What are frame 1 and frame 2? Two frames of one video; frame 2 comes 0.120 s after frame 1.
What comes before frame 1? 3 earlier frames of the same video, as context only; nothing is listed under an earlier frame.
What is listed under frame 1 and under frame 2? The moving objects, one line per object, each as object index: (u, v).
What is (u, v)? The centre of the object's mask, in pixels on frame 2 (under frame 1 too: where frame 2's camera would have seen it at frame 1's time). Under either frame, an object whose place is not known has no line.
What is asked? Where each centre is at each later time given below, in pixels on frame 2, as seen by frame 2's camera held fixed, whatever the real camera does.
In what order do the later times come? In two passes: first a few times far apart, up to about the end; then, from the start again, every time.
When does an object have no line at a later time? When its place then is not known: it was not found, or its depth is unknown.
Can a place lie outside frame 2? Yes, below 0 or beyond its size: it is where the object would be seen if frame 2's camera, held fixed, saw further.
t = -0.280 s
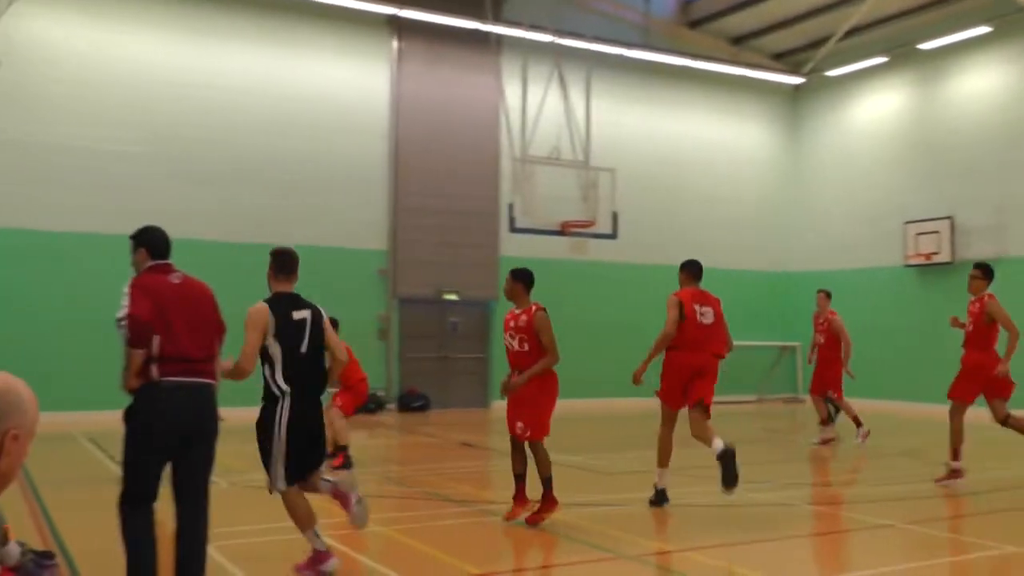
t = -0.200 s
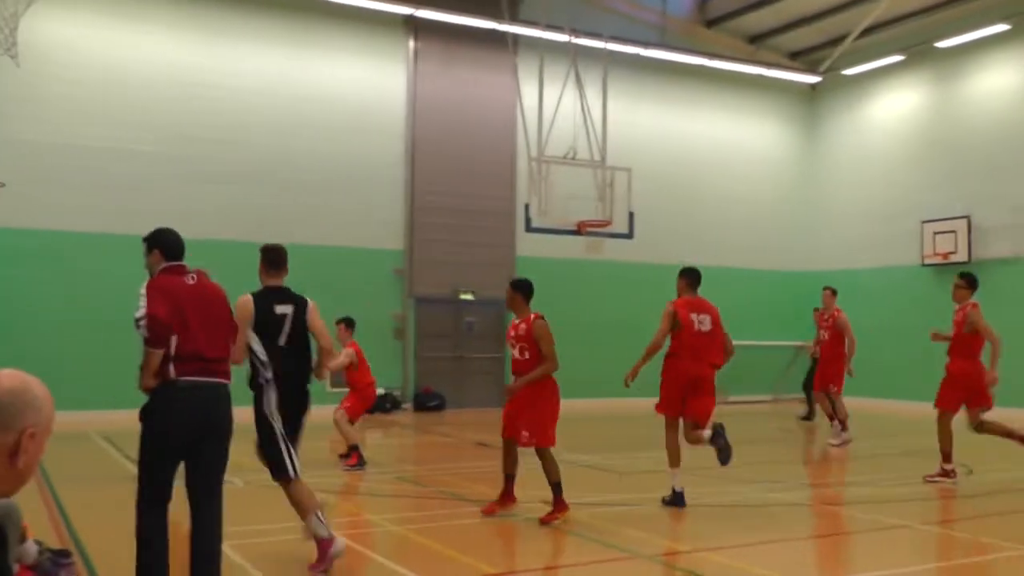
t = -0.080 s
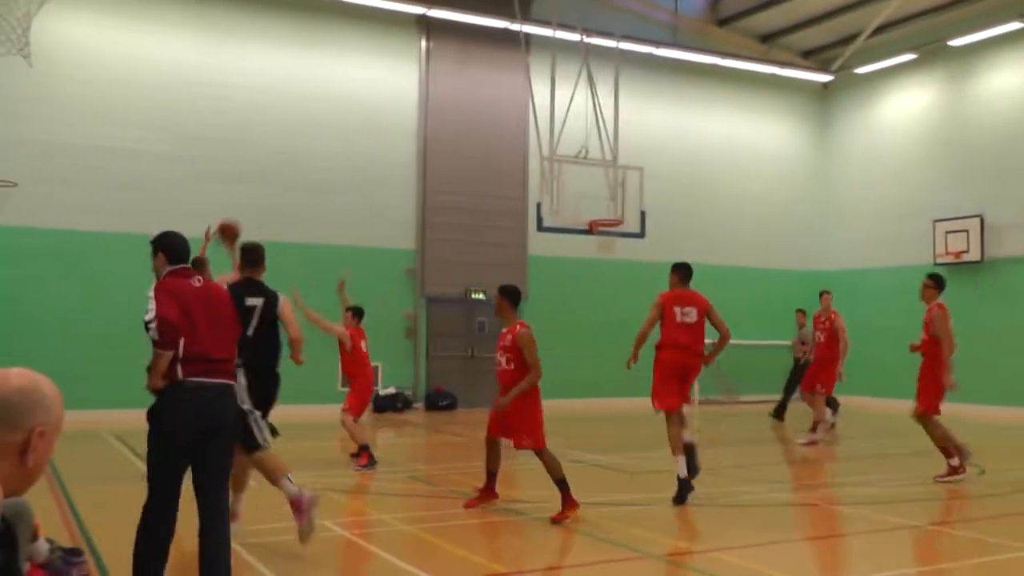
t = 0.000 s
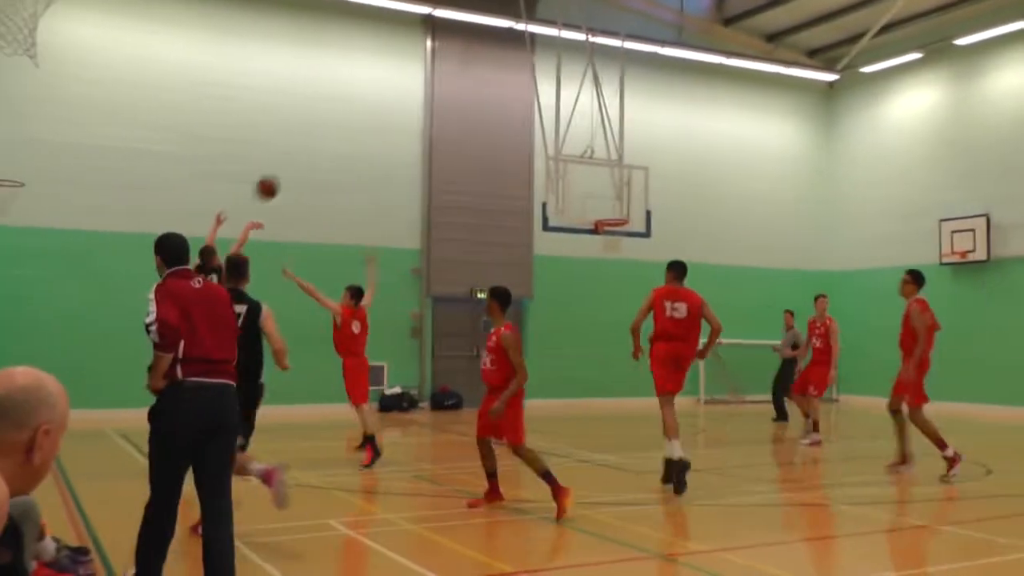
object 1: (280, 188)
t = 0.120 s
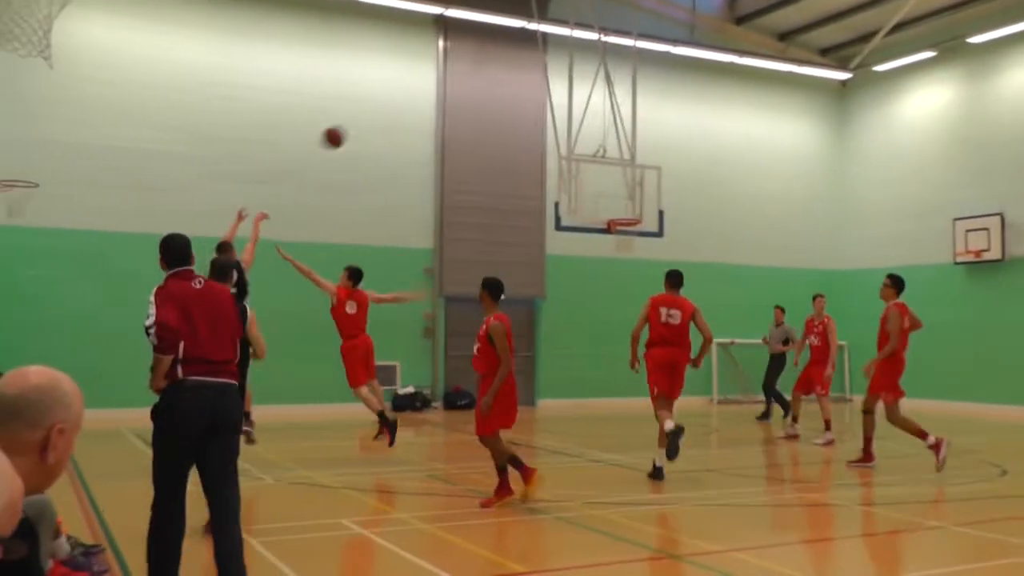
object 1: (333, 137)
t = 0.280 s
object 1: (397, 93)
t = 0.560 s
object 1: (491, 80)
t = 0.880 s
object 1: (578, 131)
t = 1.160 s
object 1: (638, 211)
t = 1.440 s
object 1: (630, 154)
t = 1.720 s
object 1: (622, 148)
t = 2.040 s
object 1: (633, 157)
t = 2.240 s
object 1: (646, 181)
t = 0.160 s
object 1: (351, 123)
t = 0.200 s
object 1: (366, 112)
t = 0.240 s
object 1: (382, 102)
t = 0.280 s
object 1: (397, 93)
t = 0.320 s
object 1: (412, 88)
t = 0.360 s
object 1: (426, 84)
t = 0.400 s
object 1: (440, 81)
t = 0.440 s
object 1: (454, 79)
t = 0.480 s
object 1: (467, 78)
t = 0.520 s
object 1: (479, 78)
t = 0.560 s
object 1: (491, 80)
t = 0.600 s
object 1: (503, 83)
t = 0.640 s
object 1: (514, 87)
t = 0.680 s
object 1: (526, 91)
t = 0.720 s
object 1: (537, 97)
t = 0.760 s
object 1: (548, 104)
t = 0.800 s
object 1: (558, 112)
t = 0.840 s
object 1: (568, 121)
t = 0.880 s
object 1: (578, 131)
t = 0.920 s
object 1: (588, 140)
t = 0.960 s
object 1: (597, 152)
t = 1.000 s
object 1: (607, 164)
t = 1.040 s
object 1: (615, 177)
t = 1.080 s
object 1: (624, 191)
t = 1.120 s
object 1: (633, 205)
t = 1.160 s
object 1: (638, 211)
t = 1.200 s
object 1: (637, 200)
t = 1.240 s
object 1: (636, 189)
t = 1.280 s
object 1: (635, 180)
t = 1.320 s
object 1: (633, 171)
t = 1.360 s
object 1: (632, 165)
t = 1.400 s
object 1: (631, 159)
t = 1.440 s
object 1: (630, 154)
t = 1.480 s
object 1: (629, 150)
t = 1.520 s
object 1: (628, 147)
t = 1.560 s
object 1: (627, 145)
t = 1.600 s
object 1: (626, 144)
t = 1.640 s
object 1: (625, 144)
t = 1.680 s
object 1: (623, 146)
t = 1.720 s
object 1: (622, 148)
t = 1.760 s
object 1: (621, 151)
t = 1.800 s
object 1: (620, 155)
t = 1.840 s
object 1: (619, 155)
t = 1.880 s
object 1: (622, 154)
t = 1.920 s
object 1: (624, 154)
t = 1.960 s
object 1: (628, 154)
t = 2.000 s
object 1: (630, 155)
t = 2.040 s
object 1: (633, 157)
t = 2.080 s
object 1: (636, 159)
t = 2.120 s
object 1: (639, 163)
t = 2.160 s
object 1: (641, 168)
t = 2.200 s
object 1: (644, 173)
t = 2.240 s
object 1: (646, 181)
